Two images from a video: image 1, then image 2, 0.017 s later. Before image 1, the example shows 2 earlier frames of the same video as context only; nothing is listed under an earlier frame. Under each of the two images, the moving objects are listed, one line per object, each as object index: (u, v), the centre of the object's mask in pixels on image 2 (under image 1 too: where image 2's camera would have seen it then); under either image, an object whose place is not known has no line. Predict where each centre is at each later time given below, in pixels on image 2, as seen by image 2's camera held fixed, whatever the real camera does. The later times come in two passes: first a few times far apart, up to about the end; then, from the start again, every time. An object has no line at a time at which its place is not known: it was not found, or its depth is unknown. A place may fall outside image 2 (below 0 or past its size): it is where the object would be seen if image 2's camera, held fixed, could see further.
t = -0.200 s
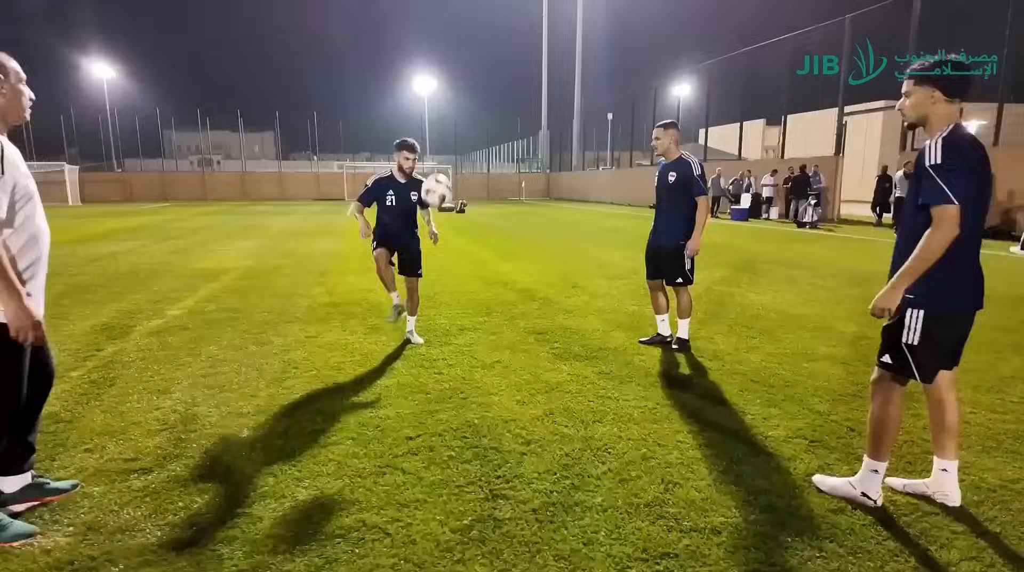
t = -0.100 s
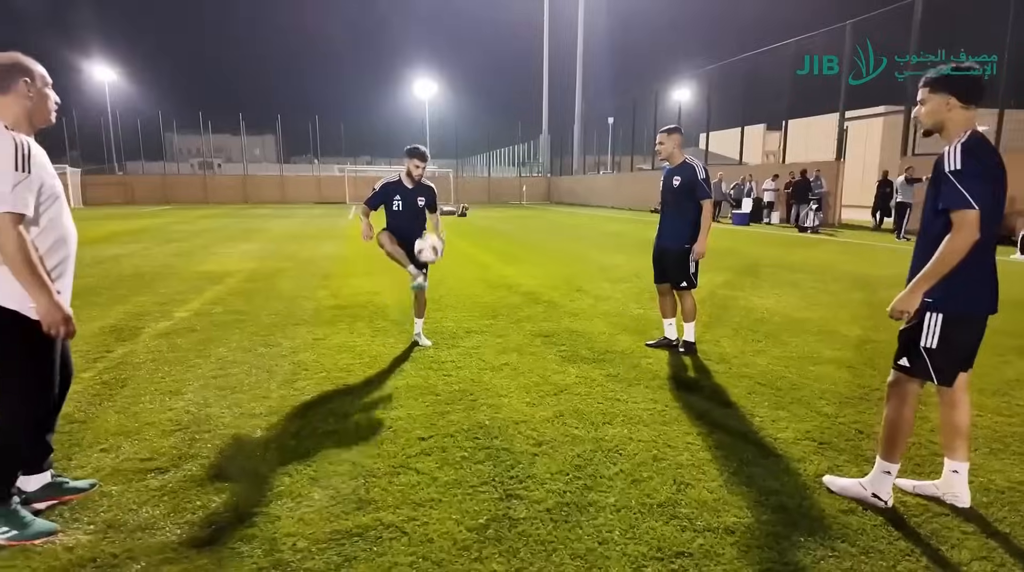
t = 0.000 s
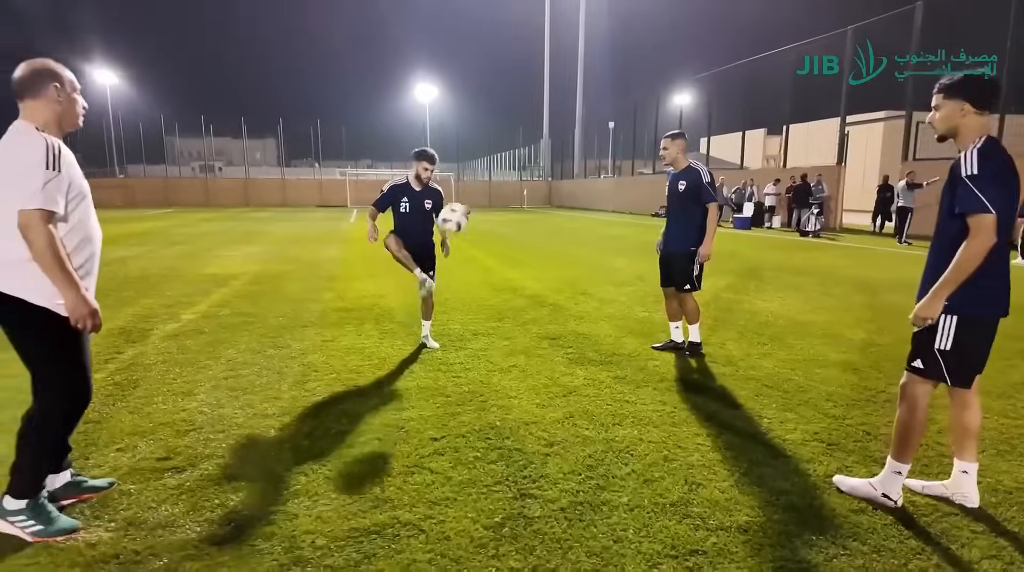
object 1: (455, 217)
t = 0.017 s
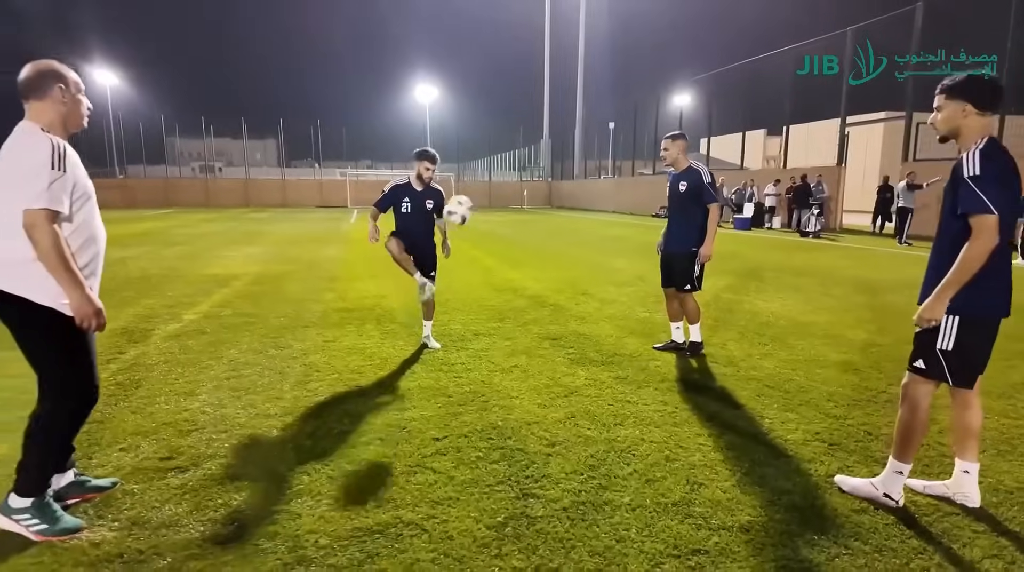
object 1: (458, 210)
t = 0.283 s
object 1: (533, 127)
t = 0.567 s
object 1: (604, 141)
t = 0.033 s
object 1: (463, 202)
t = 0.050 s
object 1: (466, 196)
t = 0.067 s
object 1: (472, 188)
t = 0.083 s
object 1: (477, 181)
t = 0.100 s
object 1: (480, 175)
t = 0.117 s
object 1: (487, 169)
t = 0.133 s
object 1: (491, 164)
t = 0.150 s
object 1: (497, 158)
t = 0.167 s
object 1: (502, 153)
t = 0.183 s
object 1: (506, 148)
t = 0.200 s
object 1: (511, 143)
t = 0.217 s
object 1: (515, 139)
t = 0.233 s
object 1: (520, 135)
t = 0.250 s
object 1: (525, 133)
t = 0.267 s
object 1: (529, 130)
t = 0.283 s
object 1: (533, 127)
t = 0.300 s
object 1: (539, 125)
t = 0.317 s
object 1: (543, 123)
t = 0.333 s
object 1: (547, 122)
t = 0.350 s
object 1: (552, 121)
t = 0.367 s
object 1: (556, 121)
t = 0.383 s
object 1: (560, 120)
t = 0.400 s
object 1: (564, 120)
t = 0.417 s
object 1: (568, 120)
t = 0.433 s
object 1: (572, 120)
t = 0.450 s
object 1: (576, 121)
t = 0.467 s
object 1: (580, 123)
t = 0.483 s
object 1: (584, 125)
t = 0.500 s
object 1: (588, 127)
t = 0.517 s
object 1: (593, 130)
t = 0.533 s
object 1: (596, 133)
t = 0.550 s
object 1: (600, 137)
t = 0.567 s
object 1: (604, 141)
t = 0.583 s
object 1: (607, 144)
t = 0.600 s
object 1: (611, 148)
